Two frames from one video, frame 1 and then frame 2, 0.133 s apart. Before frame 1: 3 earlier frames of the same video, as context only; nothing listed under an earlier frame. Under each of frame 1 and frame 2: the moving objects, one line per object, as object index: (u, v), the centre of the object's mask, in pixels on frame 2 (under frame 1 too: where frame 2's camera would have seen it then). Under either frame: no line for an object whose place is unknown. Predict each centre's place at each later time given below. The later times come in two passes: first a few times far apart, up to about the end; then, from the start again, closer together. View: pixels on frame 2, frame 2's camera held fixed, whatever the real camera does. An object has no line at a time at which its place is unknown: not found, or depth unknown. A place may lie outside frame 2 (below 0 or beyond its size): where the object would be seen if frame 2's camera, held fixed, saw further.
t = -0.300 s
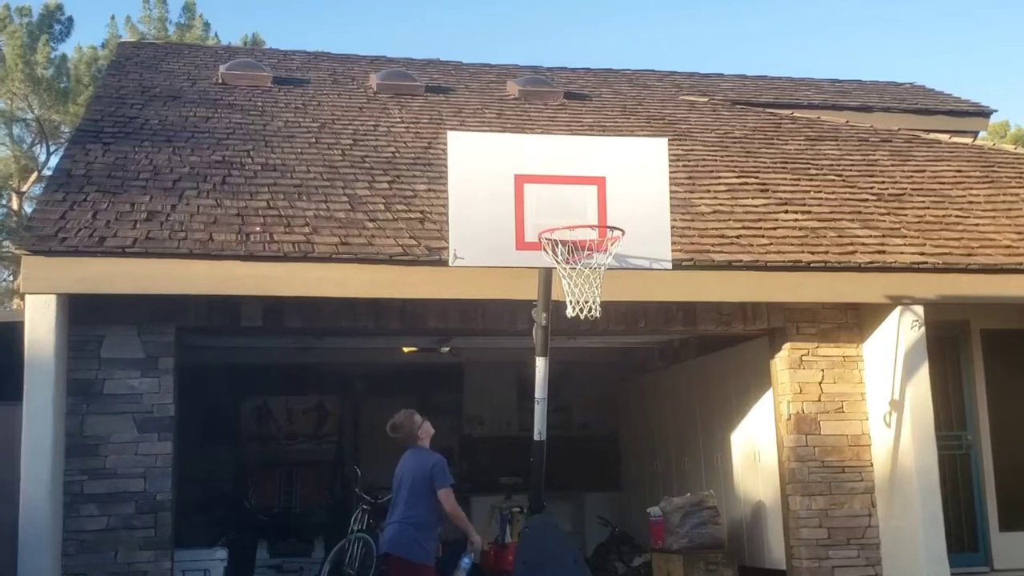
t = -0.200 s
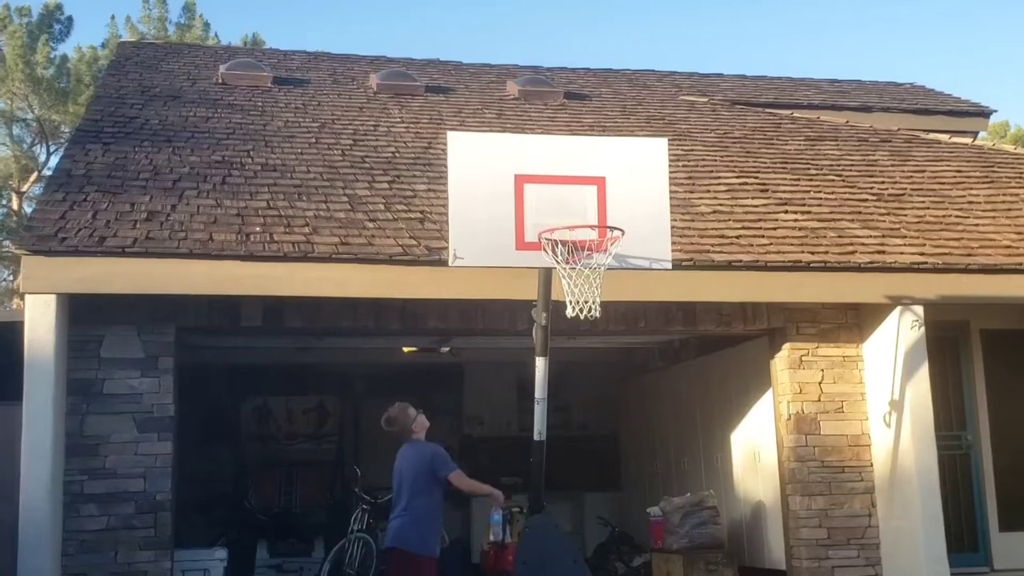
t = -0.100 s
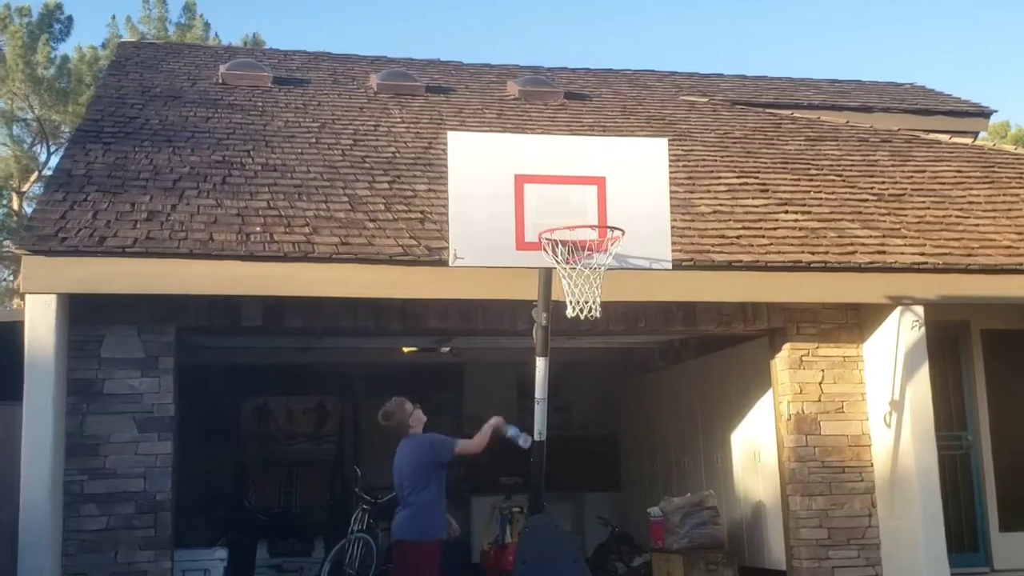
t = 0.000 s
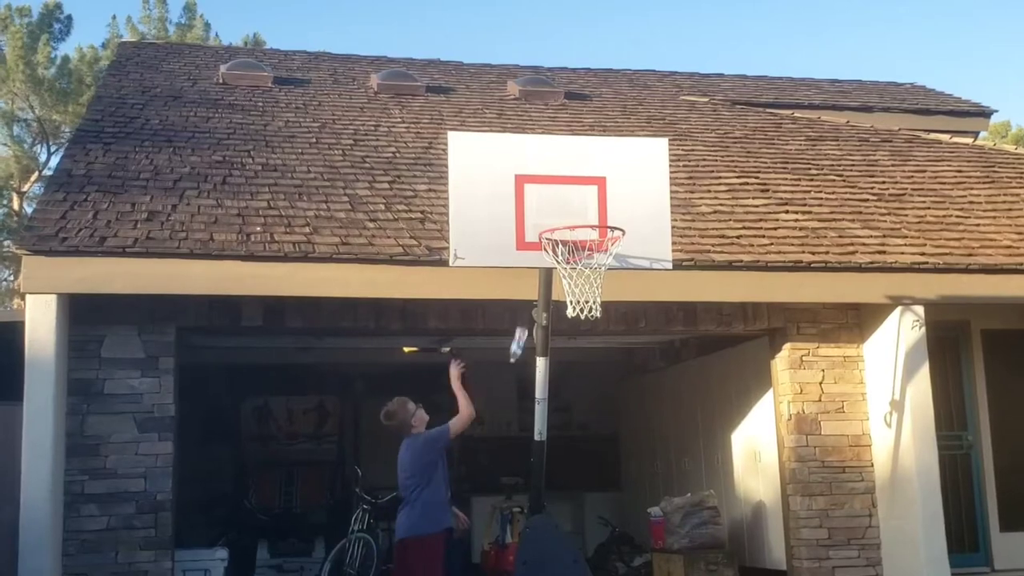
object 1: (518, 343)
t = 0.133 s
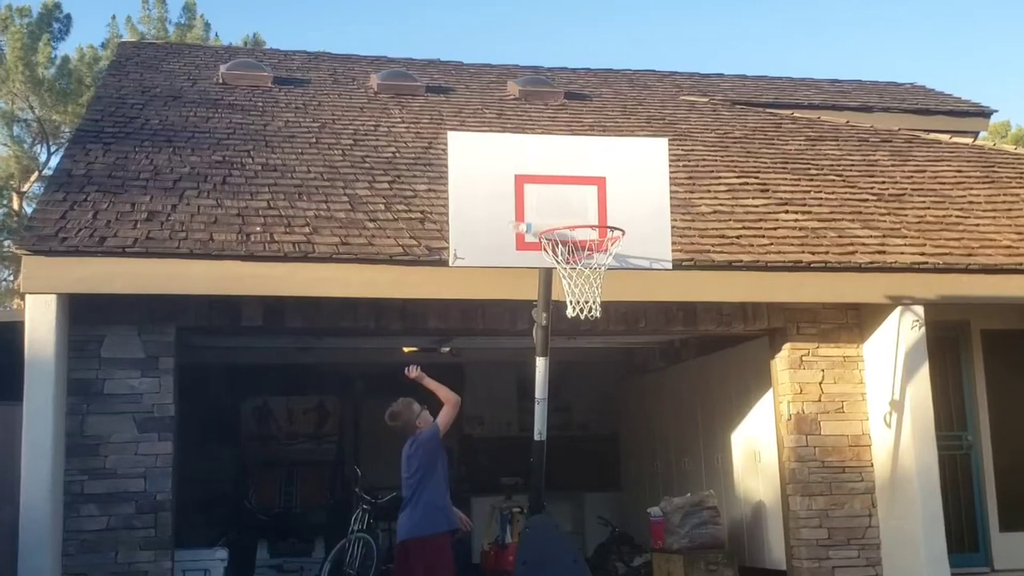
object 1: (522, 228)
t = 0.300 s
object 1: (521, 131)
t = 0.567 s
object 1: (508, 89)
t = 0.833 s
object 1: (506, 118)
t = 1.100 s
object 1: (506, 118)
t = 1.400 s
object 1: (506, 118)
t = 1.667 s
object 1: (507, 118)
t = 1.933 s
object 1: (507, 117)
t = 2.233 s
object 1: (507, 117)
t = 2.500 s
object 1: (507, 118)
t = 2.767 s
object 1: (508, 117)
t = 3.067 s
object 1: (508, 117)
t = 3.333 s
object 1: (508, 117)
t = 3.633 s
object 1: (508, 117)
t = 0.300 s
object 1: (521, 131)
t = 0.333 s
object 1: (514, 123)
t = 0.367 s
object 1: (512, 113)
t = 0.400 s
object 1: (511, 105)
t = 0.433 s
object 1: (511, 98)
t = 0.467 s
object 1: (510, 93)
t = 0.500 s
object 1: (509, 90)
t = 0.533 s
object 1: (509, 89)
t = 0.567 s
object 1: (508, 89)
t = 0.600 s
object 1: (508, 91)
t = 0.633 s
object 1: (508, 94)
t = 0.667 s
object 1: (508, 100)
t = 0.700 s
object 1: (508, 107)
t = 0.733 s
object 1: (508, 116)
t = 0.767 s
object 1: (508, 117)
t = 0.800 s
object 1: (507, 118)
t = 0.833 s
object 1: (506, 118)
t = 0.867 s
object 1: (506, 117)
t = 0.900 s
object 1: (506, 117)
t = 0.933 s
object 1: (506, 117)
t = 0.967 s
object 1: (506, 117)
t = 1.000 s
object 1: (506, 117)
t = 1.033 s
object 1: (506, 117)
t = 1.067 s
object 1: (506, 118)
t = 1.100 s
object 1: (506, 118)
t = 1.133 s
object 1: (506, 118)
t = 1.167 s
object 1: (506, 118)
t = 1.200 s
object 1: (506, 118)
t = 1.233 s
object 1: (506, 118)
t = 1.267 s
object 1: (506, 118)
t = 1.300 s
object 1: (506, 118)
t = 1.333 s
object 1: (506, 118)
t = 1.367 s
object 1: (506, 118)
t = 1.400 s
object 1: (506, 118)
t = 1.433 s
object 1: (506, 118)
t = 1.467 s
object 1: (506, 118)
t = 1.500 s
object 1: (506, 118)
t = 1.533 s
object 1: (506, 118)
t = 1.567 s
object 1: (506, 118)
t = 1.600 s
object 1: (506, 118)
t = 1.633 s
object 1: (506, 118)
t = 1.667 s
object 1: (507, 118)
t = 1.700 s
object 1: (507, 118)
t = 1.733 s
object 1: (506, 118)
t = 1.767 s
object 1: (507, 117)
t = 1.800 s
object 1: (507, 118)
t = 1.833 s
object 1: (507, 117)
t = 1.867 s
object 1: (507, 118)
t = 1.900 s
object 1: (507, 118)
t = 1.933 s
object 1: (507, 117)
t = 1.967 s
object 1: (507, 117)
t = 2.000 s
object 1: (507, 117)
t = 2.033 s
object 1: (507, 117)
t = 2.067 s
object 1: (507, 117)
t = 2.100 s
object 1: (507, 117)
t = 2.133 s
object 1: (507, 118)
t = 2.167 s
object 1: (507, 118)
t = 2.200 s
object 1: (507, 118)
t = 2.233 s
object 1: (507, 117)
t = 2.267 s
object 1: (507, 118)
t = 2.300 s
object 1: (507, 118)
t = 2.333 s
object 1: (507, 118)
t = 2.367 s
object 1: (507, 117)
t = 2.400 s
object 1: (507, 118)
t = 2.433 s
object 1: (508, 118)
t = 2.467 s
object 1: (507, 118)
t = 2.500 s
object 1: (507, 118)
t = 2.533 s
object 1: (507, 117)
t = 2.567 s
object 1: (507, 117)
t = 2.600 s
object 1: (507, 117)
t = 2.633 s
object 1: (507, 117)
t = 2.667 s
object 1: (507, 117)
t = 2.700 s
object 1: (507, 117)
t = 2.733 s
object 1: (507, 117)
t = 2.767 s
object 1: (508, 117)
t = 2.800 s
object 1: (507, 117)
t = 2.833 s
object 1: (508, 117)
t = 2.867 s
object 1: (508, 117)
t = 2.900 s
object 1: (508, 117)
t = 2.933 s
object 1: (507, 117)
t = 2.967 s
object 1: (507, 117)
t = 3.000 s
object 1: (508, 117)
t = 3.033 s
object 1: (507, 117)
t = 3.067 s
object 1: (508, 117)
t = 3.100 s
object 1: (508, 117)
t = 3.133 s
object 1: (508, 117)
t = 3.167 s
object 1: (508, 117)
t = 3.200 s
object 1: (508, 117)
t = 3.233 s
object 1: (508, 117)
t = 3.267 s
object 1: (508, 117)
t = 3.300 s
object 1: (508, 117)
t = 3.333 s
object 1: (508, 117)
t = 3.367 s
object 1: (508, 117)
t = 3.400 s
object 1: (508, 117)
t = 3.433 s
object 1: (508, 117)
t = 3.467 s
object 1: (508, 117)
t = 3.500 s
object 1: (508, 117)
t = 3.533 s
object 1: (508, 117)
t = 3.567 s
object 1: (508, 117)
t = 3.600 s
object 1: (508, 117)
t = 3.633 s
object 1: (508, 117)
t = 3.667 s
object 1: (508, 117)
